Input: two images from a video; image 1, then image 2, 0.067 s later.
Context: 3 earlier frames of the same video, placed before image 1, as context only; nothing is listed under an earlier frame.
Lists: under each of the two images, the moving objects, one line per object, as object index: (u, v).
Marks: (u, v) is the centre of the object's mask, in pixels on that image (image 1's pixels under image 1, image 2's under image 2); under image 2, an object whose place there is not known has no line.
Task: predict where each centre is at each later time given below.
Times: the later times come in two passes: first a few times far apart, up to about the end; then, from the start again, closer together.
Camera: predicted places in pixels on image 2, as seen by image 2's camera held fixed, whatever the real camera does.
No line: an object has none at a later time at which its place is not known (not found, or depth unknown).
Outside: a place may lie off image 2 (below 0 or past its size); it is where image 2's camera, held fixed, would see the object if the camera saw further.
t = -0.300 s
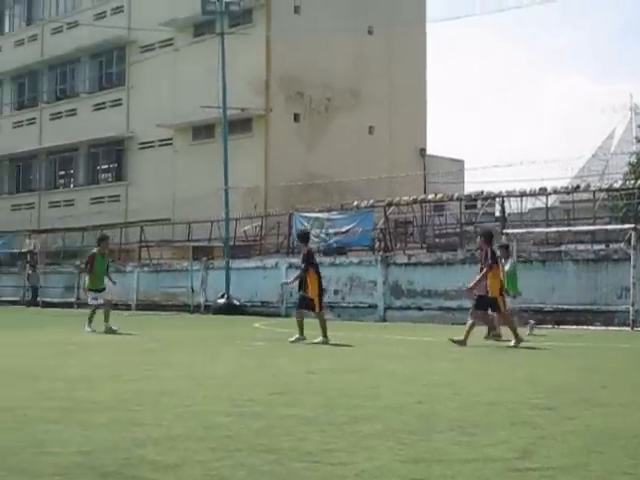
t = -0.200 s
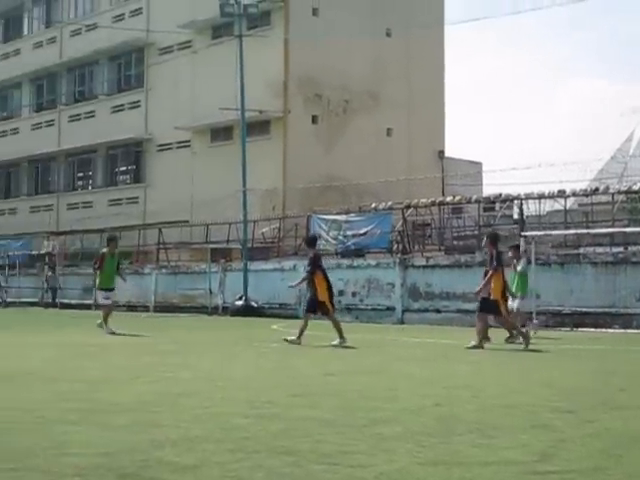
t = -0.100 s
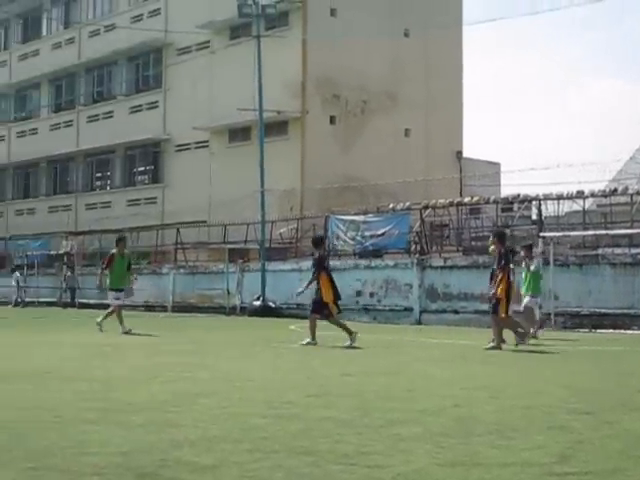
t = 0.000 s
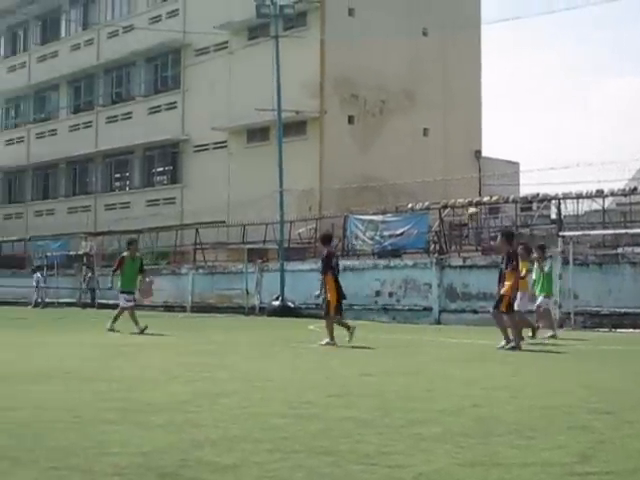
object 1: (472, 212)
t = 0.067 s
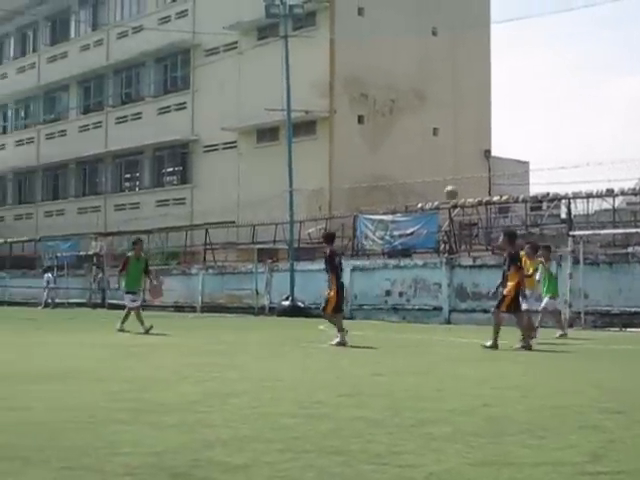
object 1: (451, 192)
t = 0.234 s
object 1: (363, 148)
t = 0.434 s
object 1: (250, 115)
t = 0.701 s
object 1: (80, 111)
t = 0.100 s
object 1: (434, 182)
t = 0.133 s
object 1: (417, 173)
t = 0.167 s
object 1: (400, 164)
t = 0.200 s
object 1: (382, 156)
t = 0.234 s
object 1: (363, 148)
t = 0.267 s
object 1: (345, 140)
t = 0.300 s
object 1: (327, 133)
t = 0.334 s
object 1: (309, 127)
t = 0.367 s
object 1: (288, 122)
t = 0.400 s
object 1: (271, 118)
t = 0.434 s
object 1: (250, 115)
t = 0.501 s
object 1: (209, 109)
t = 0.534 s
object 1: (188, 107)
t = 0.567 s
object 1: (167, 106)
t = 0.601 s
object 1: (146, 105)
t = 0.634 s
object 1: (125, 107)
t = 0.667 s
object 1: (102, 108)
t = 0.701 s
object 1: (80, 111)
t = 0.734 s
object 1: (56, 115)
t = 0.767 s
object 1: (32, 119)
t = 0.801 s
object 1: (8, 124)
